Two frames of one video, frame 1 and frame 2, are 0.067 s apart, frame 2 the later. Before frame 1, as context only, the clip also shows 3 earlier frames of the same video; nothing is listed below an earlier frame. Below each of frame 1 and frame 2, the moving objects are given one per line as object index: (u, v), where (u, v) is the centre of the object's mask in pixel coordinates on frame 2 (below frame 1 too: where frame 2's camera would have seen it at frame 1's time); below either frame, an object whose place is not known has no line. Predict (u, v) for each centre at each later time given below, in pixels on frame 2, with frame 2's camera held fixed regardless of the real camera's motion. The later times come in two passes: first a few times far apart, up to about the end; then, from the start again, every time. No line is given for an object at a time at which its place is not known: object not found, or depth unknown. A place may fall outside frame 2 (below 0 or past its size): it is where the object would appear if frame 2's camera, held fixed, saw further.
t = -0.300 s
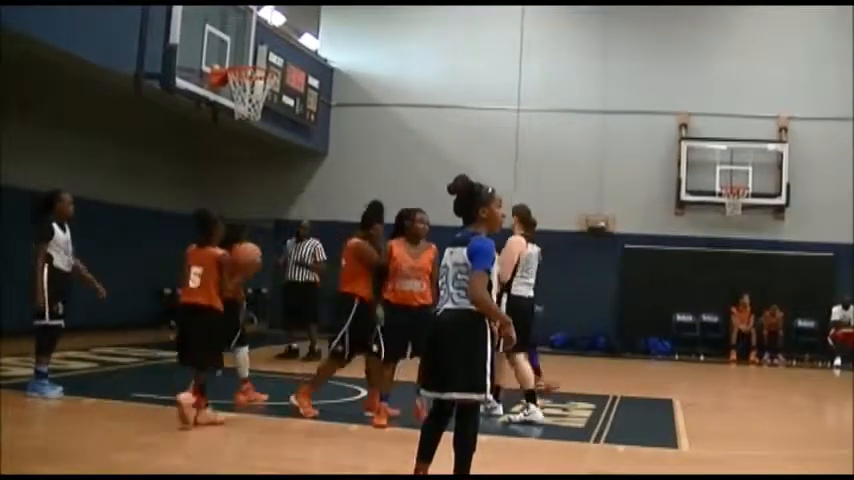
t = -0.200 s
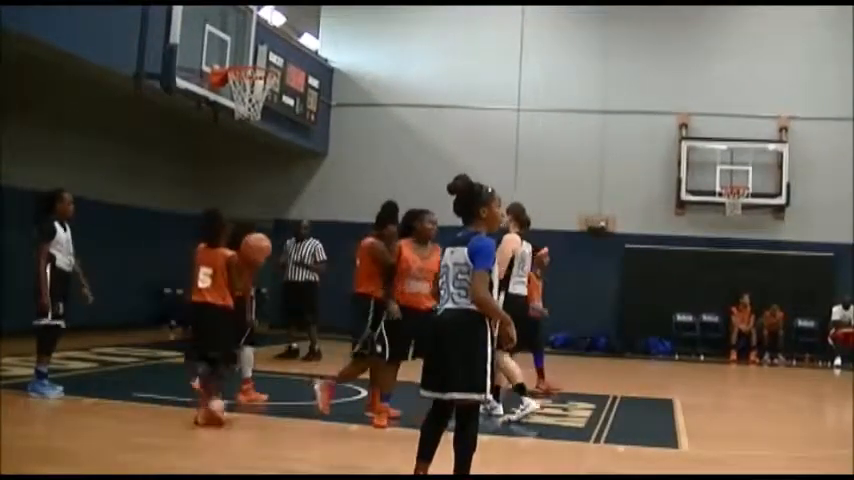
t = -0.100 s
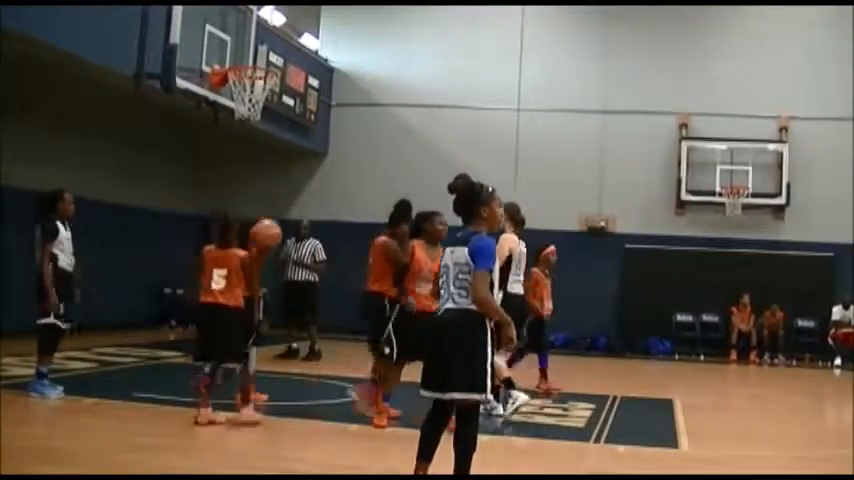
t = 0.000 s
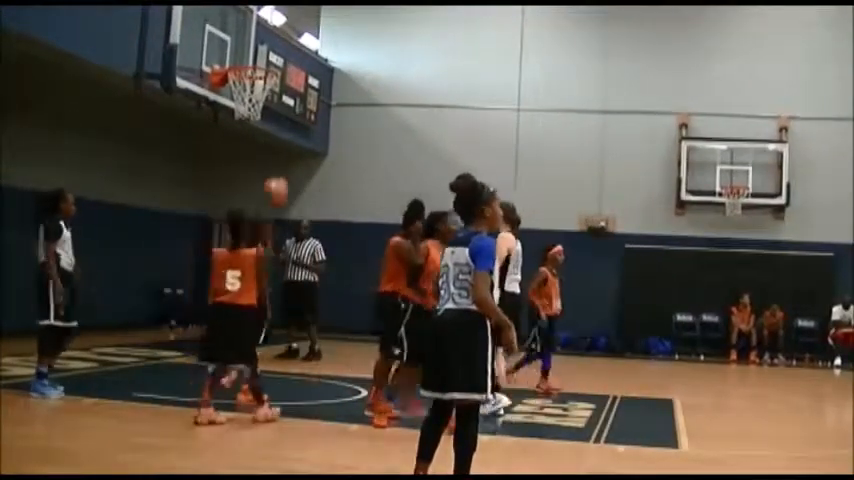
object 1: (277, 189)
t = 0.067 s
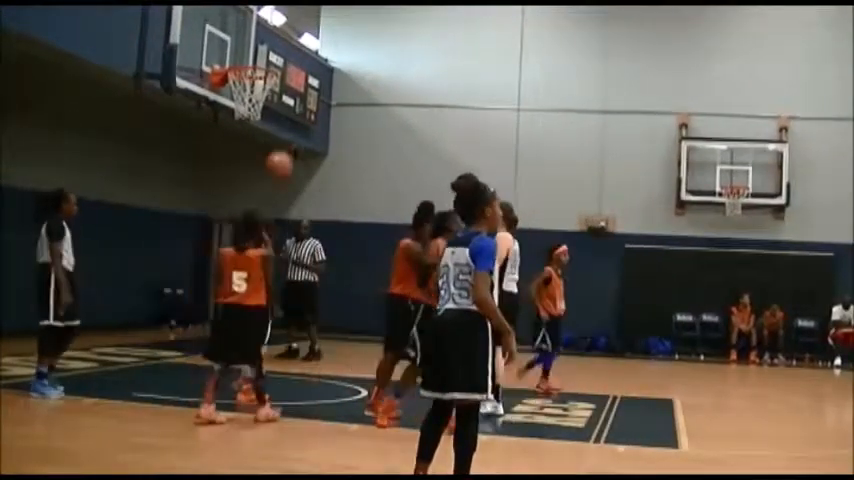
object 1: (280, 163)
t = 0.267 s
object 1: (286, 125)
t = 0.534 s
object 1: (291, 138)
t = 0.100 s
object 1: (281, 153)
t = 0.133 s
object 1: (282, 144)
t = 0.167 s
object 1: (283, 138)
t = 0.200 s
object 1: (284, 132)
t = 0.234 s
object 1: (285, 128)
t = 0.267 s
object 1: (286, 125)
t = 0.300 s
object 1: (286, 125)
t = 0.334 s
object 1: (286, 125)
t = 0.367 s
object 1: (286, 125)
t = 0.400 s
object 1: (287, 125)
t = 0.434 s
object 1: (288, 127)
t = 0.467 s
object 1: (287, 129)
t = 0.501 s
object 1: (288, 132)
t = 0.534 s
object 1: (291, 138)
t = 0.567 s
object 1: (291, 145)
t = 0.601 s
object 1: (292, 152)
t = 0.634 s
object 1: (291, 162)
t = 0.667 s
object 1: (293, 171)
